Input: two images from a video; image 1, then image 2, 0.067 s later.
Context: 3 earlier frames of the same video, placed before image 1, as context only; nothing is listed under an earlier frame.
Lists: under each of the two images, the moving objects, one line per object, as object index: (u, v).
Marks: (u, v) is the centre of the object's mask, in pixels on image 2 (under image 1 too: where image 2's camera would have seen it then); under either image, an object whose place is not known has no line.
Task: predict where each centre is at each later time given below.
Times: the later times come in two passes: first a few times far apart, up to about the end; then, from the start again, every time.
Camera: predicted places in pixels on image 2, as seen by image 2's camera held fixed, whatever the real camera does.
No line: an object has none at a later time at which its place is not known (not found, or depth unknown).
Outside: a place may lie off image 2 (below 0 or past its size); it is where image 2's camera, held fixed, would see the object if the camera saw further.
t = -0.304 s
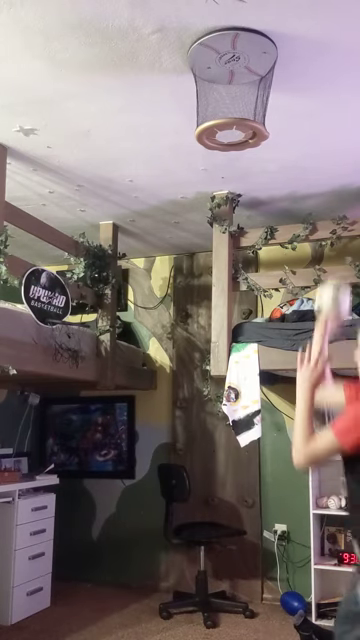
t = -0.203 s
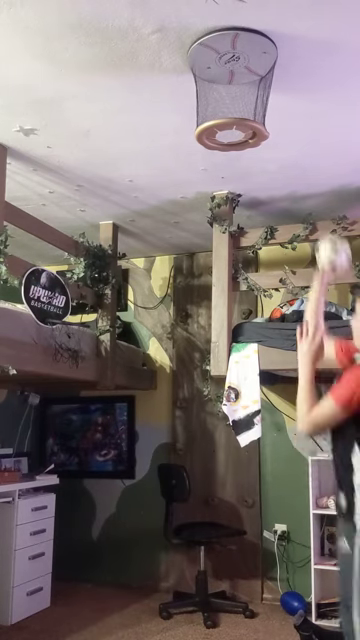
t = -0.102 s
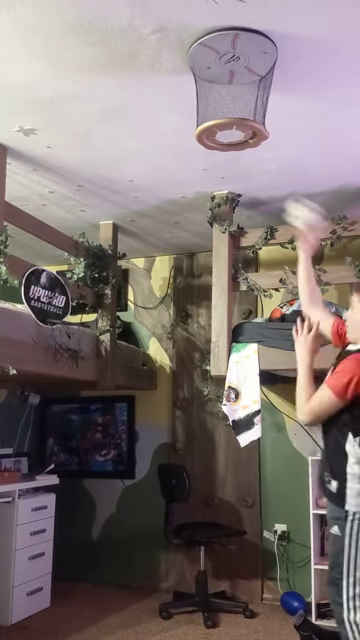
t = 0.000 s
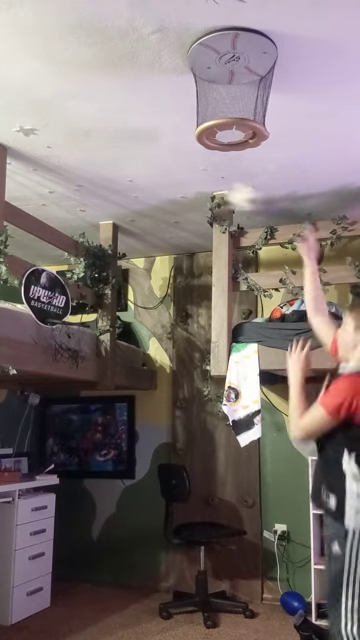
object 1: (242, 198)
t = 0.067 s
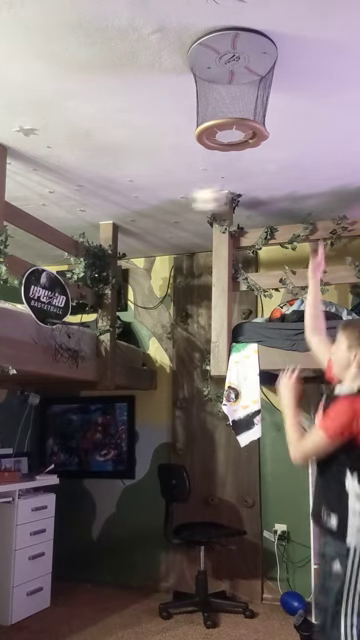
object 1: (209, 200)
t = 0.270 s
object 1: (121, 248)
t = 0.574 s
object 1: (76, 341)
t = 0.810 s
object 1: (126, 410)
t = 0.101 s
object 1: (190, 202)
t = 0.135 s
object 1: (175, 208)
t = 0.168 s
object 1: (161, 216)
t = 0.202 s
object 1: (147, 224)
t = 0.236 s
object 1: (134, 236)
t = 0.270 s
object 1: (121, 248)
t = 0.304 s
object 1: (107, 263)
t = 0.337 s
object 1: (96, 278)
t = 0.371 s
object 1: (84, 294)
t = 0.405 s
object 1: (71, 312)
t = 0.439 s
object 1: (63, 326)
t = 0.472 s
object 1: (58, 339)
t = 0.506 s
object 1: (60, 340)
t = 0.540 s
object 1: (68, 340)
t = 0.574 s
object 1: (76, 341)
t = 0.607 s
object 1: (84, 345)
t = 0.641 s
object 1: (92, 350)
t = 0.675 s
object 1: (98, 356)
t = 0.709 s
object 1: (106, 366)
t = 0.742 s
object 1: (112, 377)
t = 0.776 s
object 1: (119, 392)
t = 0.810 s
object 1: (126, 410)
